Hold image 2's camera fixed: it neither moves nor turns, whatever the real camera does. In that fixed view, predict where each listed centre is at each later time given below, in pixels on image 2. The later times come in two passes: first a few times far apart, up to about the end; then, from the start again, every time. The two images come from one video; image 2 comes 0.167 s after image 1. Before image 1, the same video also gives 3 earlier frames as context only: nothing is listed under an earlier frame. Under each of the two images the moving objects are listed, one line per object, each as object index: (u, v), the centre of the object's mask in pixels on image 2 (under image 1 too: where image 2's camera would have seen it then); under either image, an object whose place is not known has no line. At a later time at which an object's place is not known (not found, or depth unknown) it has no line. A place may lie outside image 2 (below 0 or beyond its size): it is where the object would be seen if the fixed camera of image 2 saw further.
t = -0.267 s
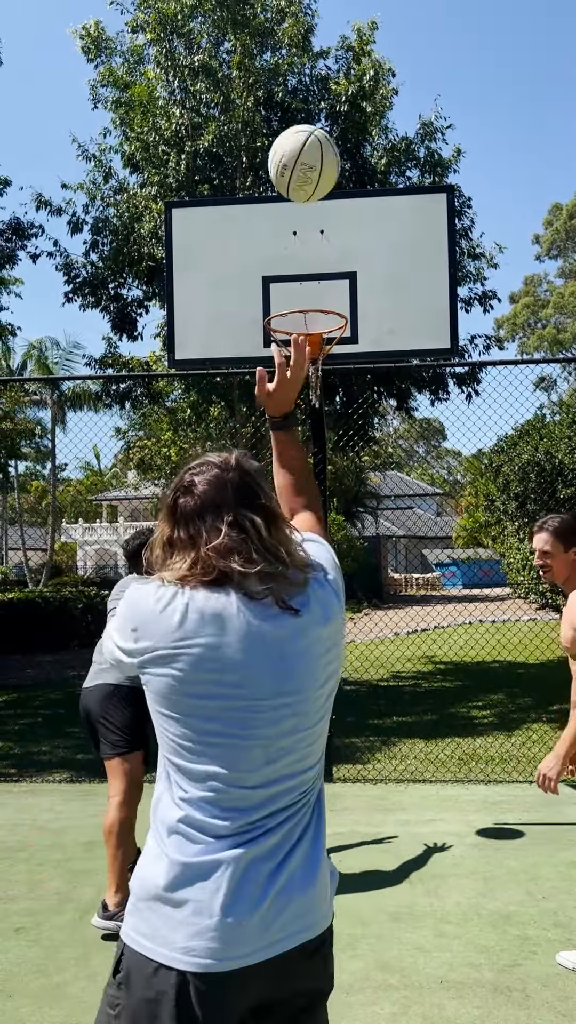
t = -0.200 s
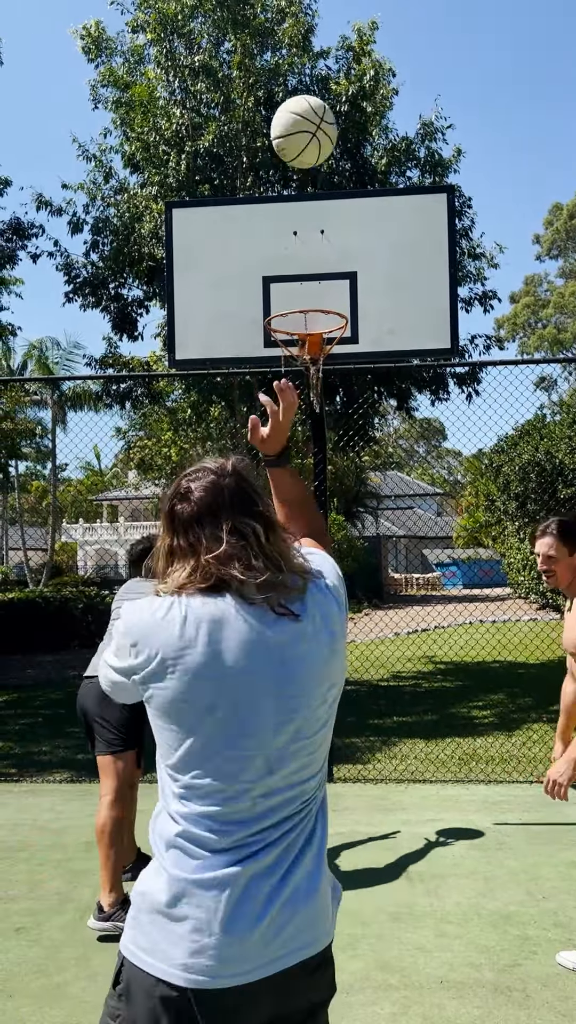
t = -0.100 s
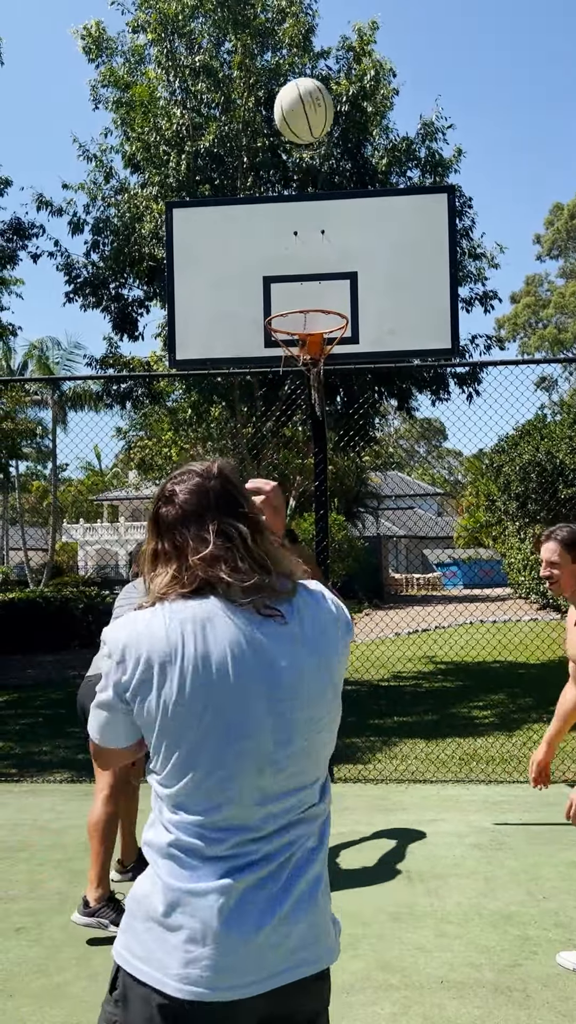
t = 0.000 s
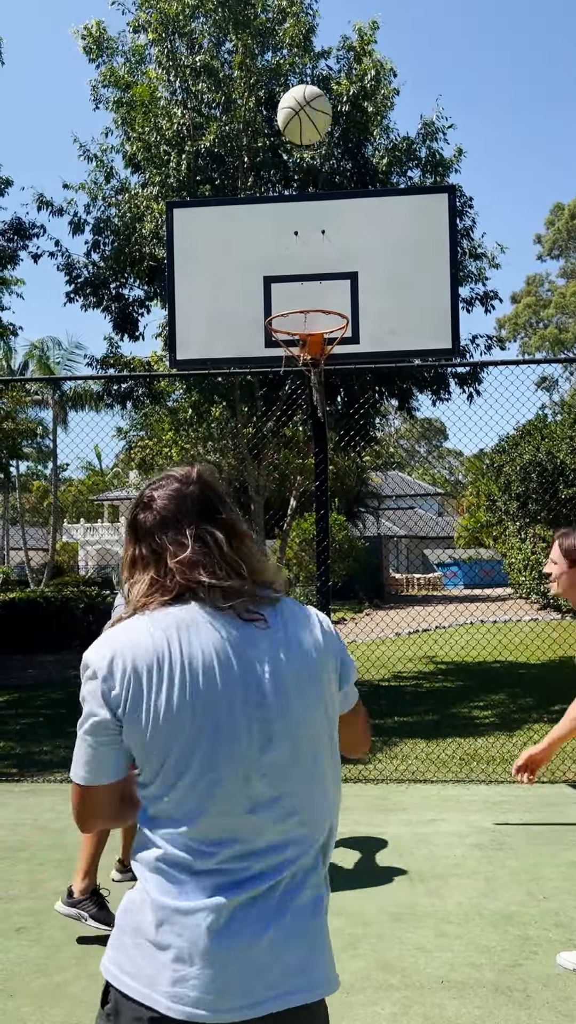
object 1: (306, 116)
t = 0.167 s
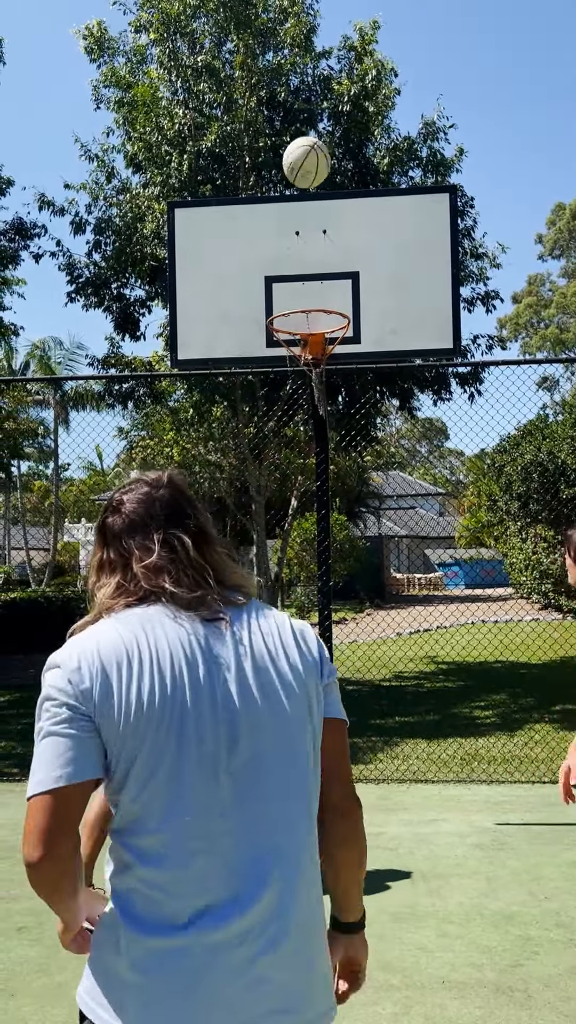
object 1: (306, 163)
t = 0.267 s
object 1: (307, 209)
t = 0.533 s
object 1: (308, 293)
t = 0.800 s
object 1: (306, 308)
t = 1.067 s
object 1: (311, 444)
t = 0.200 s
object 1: (307, 177)
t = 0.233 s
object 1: (307, 192)
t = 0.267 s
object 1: (307, 209)
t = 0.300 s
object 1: (307, 227)
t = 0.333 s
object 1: (308, 246)
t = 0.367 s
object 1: (308, 266)
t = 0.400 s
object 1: (308, 287)
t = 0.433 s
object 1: (308, 309)
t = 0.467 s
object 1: (309, 310)
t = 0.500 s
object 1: (308, 303)
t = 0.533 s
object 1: (308, 293)
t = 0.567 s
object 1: (307, 291)
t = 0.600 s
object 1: (307, 289)
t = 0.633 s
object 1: (307, 288)
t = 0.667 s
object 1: (306, 289)
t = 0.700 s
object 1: (306, 290)
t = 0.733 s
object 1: (306, 292)
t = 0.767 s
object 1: (306, 301)
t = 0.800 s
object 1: (306, 308)
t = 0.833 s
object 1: (305, 319)
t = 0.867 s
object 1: (306, 332)
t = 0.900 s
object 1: (307, 345)
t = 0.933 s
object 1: (308, 362)
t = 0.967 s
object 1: (309, 380)
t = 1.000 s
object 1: (309, 399)
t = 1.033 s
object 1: (310, 421)
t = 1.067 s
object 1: (311, 444)
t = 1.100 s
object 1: (312, 469)
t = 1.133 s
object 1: (313, 496)
